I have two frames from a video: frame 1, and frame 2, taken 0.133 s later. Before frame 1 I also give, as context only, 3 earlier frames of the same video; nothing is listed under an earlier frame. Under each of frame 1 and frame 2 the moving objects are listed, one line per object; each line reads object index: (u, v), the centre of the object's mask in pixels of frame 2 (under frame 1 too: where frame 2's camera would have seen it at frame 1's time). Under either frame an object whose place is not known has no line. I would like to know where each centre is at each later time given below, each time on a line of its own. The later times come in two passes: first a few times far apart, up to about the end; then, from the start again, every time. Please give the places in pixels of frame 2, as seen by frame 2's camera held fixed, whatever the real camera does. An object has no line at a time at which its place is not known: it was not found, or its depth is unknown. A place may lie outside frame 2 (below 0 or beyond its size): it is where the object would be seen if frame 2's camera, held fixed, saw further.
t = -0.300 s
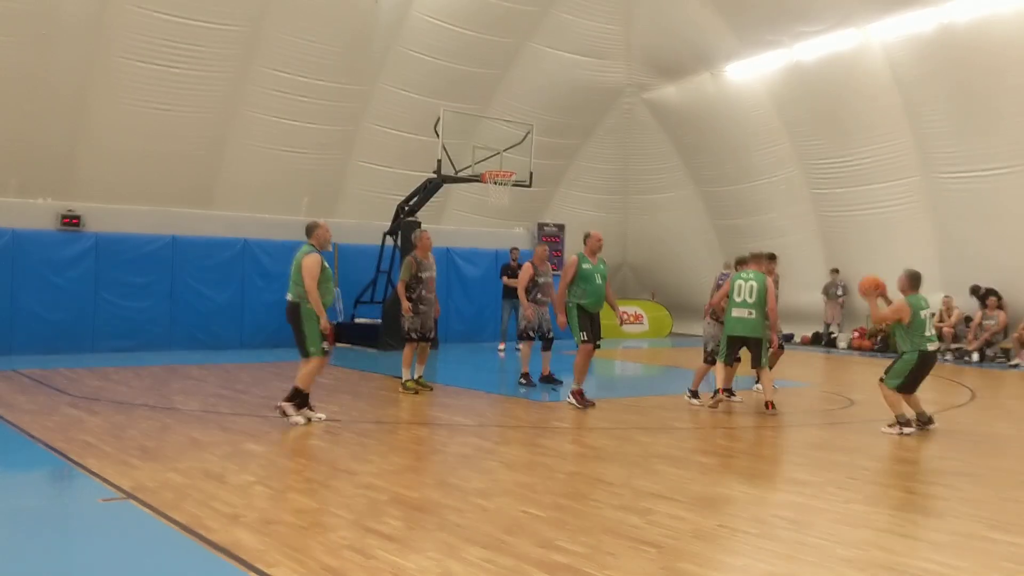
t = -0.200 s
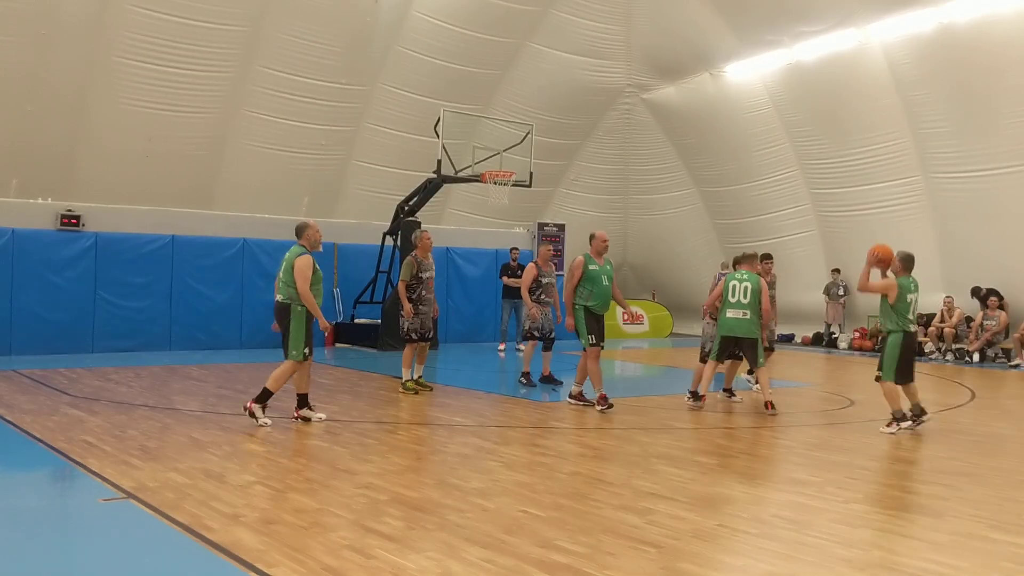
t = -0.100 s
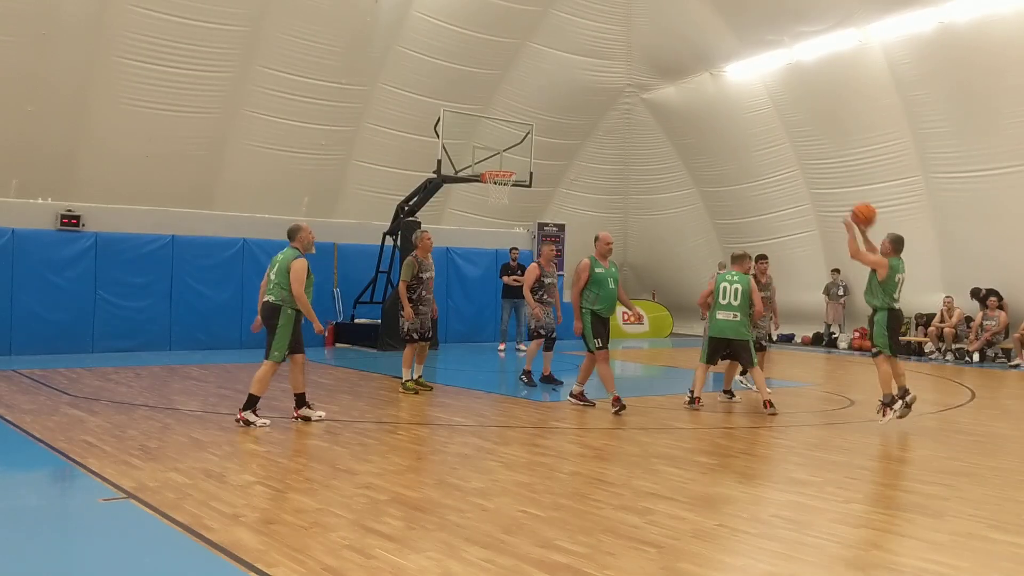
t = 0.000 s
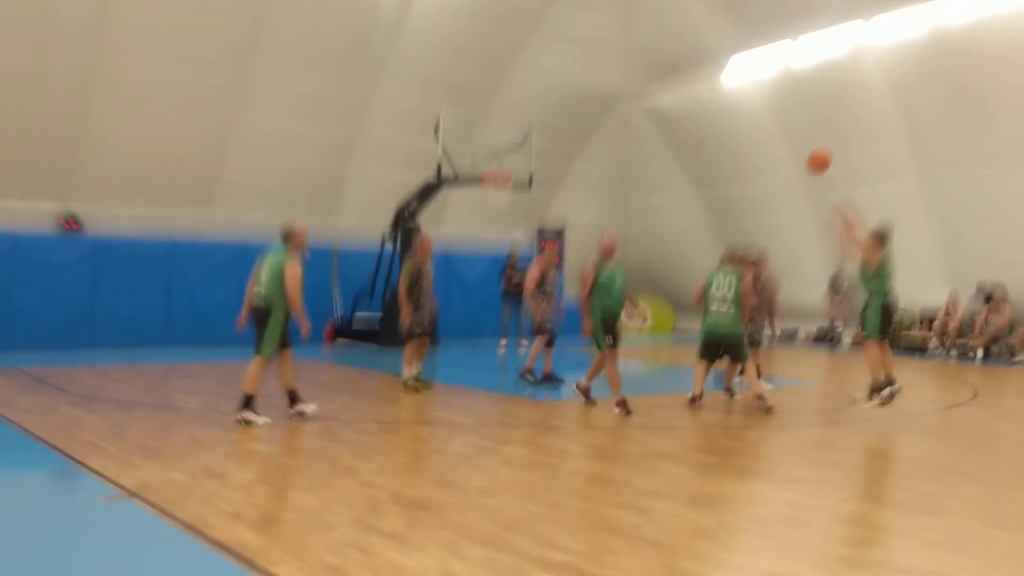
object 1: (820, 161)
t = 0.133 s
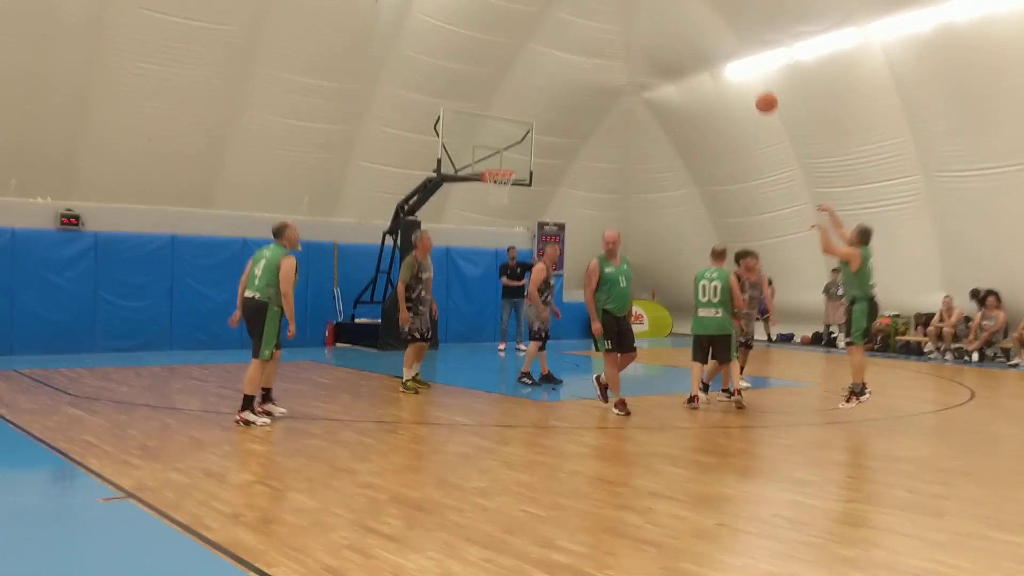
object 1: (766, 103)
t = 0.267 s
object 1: (718, 68)
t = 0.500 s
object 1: (646, 48)
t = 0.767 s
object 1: (575, 78)
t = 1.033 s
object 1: (518, 144)
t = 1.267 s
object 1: (493, 220)
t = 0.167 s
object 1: (754, 92)
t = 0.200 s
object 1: (742, 83)
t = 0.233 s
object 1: (729, 75)
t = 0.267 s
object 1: (718, 68)
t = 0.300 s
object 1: (706, 62)
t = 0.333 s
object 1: (696, 58)
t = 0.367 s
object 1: (685, 53)
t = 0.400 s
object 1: (676, 49)
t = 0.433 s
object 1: (665, 47)
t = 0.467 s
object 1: (656, 47)
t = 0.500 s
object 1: (646, 48)
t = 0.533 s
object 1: (636, 49)
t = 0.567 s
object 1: (627, 51)
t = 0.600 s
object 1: (618, 53)
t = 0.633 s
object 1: (609, 57)
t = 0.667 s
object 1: (601, 60)
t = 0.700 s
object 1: (592, 65)
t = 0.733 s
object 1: (583, 71)
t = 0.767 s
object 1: (575, 78)
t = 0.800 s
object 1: (568, 85)
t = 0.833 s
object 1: (560, 91)
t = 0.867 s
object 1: (553, 98)
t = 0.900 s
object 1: (546, 105)
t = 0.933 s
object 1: (538, 115)
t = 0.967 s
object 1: (532, 124)
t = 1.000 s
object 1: (525, 133)
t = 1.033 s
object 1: (518, 144)
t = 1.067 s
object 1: (511, 154)
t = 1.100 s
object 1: (505, 163)
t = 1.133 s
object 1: (501, 180)
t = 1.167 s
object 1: (497, 187)
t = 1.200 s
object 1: (495, 198)
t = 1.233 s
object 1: (494, 208)
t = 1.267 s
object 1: (493, 220)
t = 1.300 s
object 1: (491, 231)
